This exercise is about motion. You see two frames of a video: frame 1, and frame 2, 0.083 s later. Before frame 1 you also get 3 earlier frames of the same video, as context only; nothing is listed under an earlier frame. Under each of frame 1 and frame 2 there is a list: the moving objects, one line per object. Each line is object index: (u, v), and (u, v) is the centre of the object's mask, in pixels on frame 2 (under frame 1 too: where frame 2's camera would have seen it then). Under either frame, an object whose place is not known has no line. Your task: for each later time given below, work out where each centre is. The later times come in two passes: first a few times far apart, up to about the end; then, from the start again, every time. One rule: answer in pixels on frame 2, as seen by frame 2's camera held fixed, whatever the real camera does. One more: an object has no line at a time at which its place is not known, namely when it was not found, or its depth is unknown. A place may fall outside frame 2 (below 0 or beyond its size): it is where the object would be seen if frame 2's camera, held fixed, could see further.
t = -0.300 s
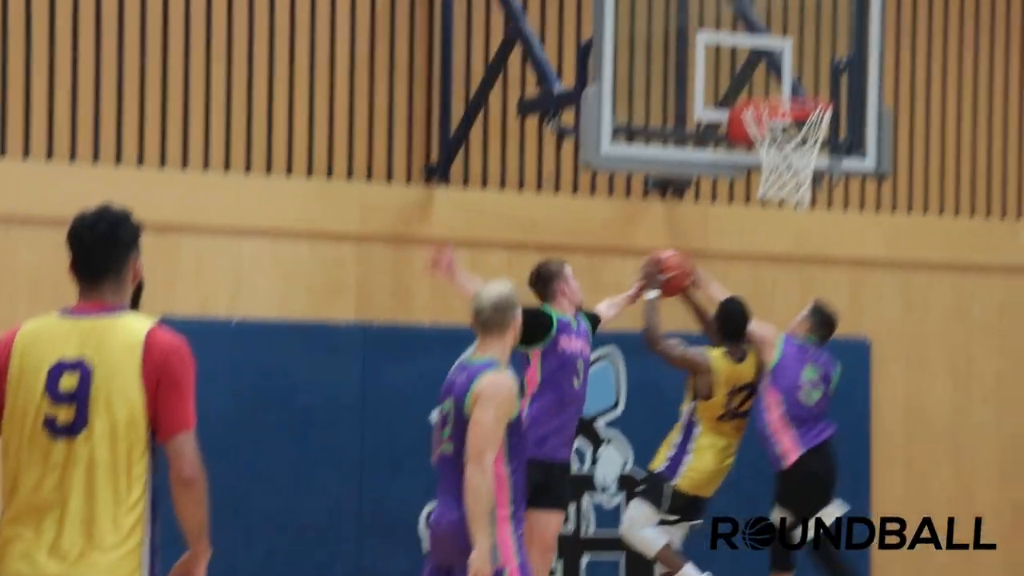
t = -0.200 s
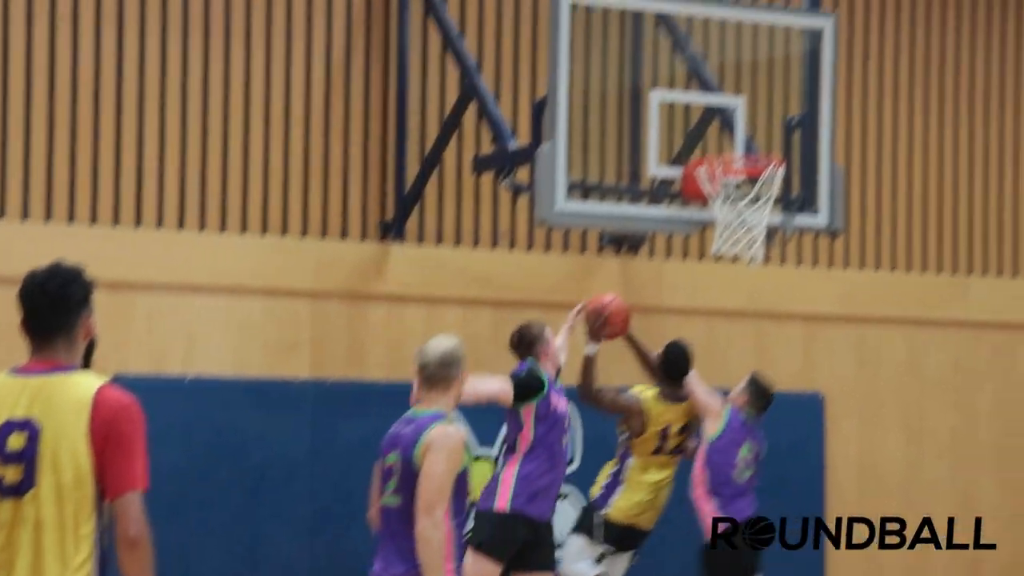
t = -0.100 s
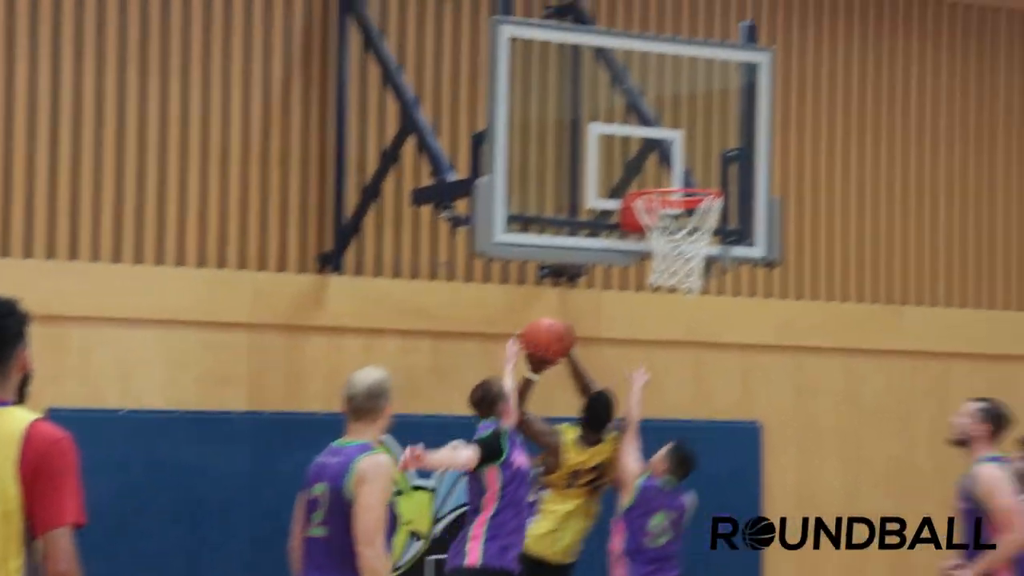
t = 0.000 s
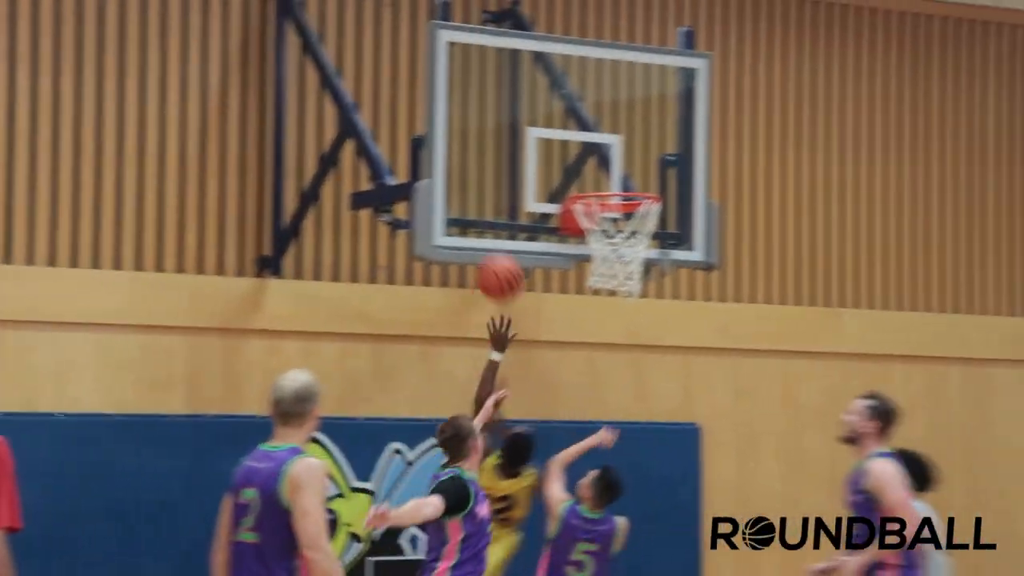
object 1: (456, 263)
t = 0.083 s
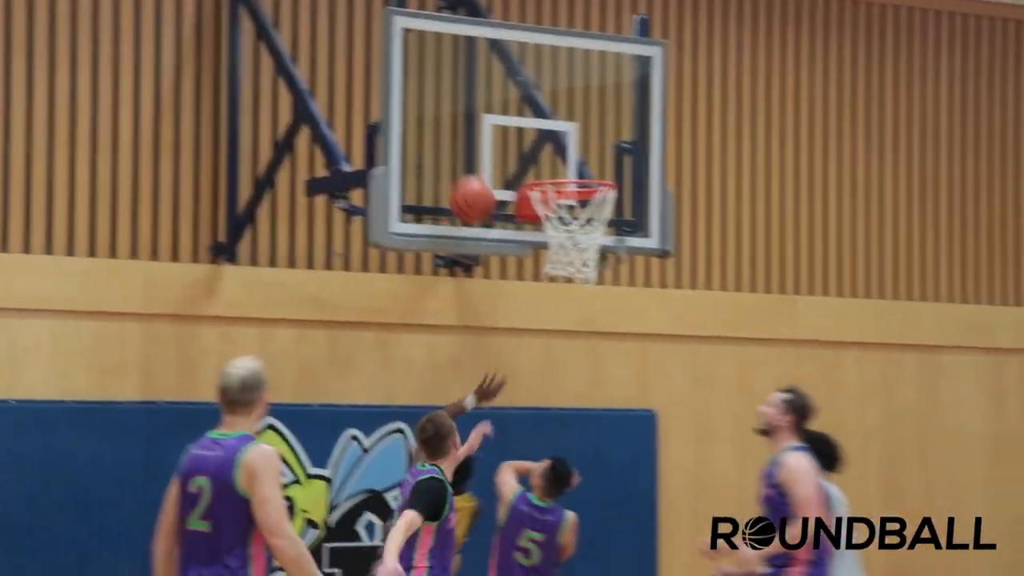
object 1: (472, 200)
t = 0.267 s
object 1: (515, 131)
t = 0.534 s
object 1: (588, 168)
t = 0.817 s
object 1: (590, 222)
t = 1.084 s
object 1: (597, 266)
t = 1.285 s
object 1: (585, 346)
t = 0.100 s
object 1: (475, 188)
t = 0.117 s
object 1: (477, 176)
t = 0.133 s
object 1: (481, 168)
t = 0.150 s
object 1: (485, 158)
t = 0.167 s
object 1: (487, 149)
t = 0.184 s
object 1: (491, 144)
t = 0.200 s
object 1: (495, 140)
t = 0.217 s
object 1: (501, 137)
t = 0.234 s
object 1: (505, 135)
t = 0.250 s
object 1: (510, 133)
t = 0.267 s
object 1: (515, 131)
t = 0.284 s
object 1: (520, 130)
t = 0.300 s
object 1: (525, 130)
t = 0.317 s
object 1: (530, 130)
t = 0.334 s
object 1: (535, 131)
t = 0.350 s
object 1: (540, 132)
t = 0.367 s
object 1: (545, 134)
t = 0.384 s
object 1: (551, 136)
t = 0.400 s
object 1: (555, 138)
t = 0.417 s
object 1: (560, 141)
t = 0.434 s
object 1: (565, 145)
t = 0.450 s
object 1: (571, 149)
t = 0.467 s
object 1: (576, 153)
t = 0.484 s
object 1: (581, 159)
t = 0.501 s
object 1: (586, 163)
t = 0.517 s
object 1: (591, 167)
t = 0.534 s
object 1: (588, 168)
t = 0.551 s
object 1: (584, 168)
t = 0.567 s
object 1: (579, 169)
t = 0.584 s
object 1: (575, 169)
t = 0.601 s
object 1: (571, 171)
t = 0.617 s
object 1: (568, 181)
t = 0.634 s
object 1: (562, 185)
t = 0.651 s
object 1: (558, 189)
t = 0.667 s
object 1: (557, 192)
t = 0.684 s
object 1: (559, 194)
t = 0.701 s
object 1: (563, 195)
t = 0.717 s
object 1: (567, 199)
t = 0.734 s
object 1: (572, 202)
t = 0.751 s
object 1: (571, 203)
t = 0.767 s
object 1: (577, 208)
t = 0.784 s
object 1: (583, 211)
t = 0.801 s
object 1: (586, 218)
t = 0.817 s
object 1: (590, 222)
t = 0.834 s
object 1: (593, 226)
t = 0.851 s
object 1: (595, 229)
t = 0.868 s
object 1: (597, 232)
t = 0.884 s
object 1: (598, 233)
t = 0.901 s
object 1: (600, 233)
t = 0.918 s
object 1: (600, 235)
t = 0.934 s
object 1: (602, 235)
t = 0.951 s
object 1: (599, 255)
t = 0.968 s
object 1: (599, 255)
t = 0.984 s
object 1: (601, 256)
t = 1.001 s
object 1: (600, 256)
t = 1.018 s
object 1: (600, 257)
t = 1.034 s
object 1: (600, 259)
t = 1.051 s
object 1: (599, 261)
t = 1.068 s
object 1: (598, 263)
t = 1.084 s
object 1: (597, 266)
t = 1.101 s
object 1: (596, 269)
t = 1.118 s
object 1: (595, 272)
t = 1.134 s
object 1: (594, 276)
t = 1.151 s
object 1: (593, 281)
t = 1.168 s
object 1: (593, 287)
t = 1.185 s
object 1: (592, 293)
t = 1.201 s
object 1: (590, 301)
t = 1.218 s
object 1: (589, 308)
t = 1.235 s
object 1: (588, 317)
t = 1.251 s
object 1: (587, 326)
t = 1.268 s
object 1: (586, 336)
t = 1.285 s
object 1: (585, 346)
